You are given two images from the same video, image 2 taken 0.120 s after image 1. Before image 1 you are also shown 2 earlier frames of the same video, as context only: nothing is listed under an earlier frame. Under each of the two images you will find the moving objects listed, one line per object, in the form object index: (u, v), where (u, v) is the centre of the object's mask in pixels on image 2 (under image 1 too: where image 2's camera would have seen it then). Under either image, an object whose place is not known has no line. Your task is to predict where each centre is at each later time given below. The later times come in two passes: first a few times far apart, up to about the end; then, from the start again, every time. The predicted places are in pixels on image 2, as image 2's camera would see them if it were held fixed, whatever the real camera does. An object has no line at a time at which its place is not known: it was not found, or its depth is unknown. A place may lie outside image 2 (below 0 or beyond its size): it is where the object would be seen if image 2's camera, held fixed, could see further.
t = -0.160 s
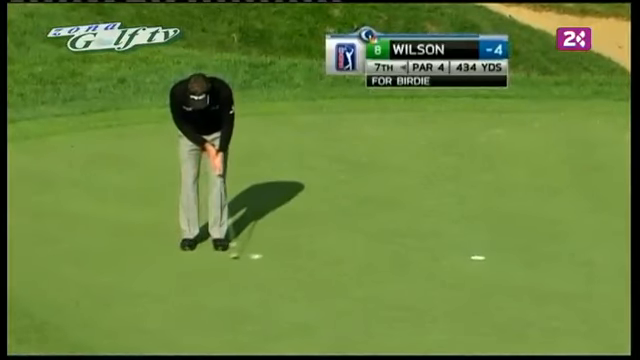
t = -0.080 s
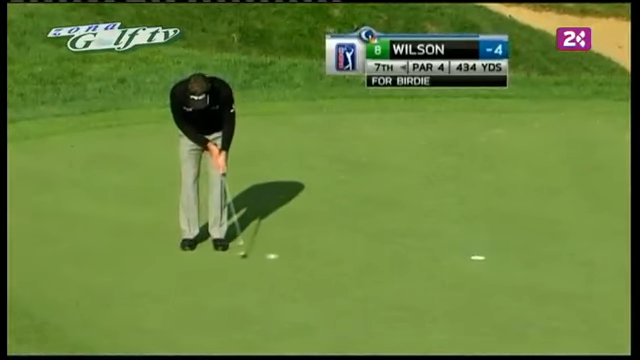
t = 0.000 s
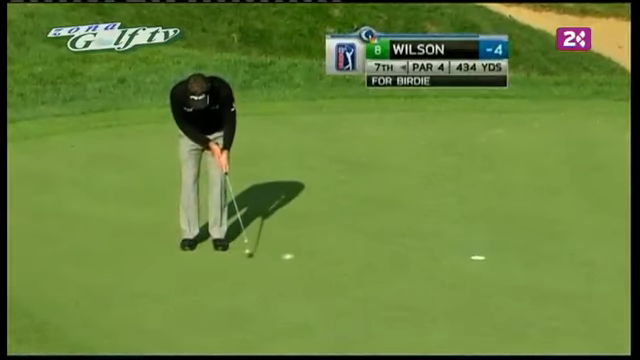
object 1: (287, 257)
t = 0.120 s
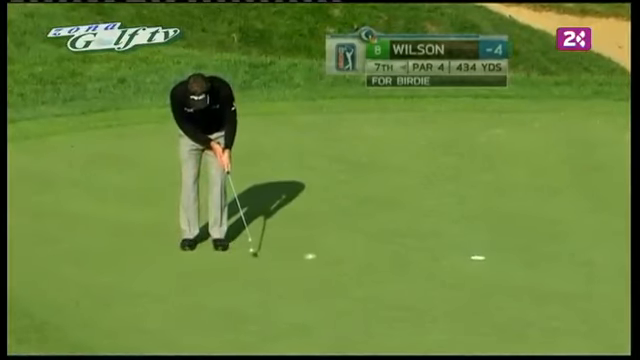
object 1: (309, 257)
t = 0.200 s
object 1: (324, 256)
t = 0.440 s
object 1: (362, 256)
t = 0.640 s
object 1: (392, 256)
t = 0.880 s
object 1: (422, 255)
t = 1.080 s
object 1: (444, 255)
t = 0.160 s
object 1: (316, 257)
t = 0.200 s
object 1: (324, 256)
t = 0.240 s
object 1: (331, 256)
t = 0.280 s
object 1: (338, 256)
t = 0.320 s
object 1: (344, 256)
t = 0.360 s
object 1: (350, 256)
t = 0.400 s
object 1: (356, 256)
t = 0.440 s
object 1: (362, 256)
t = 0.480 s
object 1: (369, 256)
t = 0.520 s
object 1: (375, 256)
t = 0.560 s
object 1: (380, 256)
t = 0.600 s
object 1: (386, 256)
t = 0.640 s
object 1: (392, 256)
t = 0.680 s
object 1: (397, 256)
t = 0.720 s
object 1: (402, 256)
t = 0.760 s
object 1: (408, 256)
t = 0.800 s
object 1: (412, 256)
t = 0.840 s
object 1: (417, 255)
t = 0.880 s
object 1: (422, 255)
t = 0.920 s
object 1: (426, 255)
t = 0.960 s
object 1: (432, 255)
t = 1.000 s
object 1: (436, 255)
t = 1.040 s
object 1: (440, 255)
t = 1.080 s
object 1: (444, 255)
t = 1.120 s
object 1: (448, 255)
